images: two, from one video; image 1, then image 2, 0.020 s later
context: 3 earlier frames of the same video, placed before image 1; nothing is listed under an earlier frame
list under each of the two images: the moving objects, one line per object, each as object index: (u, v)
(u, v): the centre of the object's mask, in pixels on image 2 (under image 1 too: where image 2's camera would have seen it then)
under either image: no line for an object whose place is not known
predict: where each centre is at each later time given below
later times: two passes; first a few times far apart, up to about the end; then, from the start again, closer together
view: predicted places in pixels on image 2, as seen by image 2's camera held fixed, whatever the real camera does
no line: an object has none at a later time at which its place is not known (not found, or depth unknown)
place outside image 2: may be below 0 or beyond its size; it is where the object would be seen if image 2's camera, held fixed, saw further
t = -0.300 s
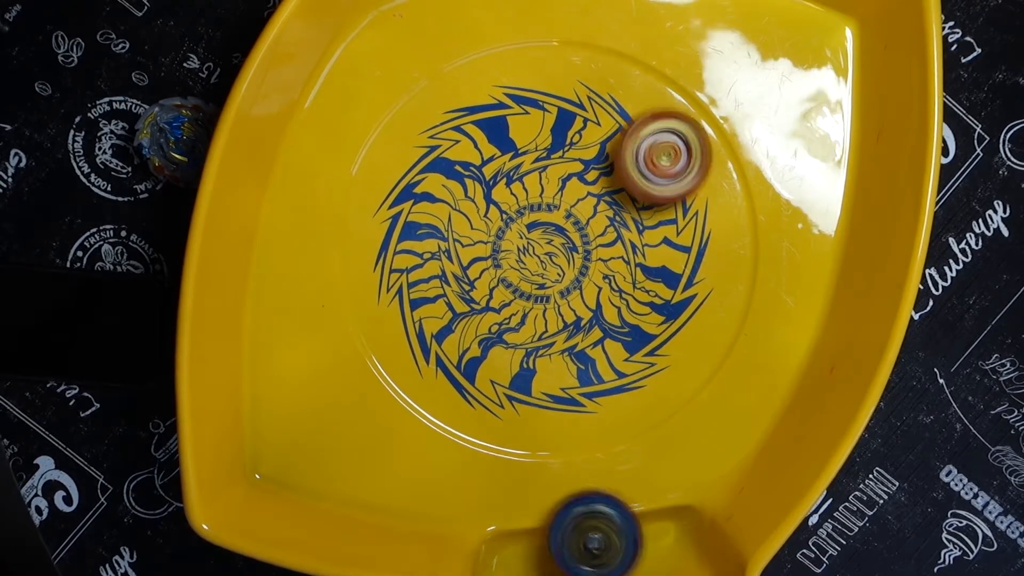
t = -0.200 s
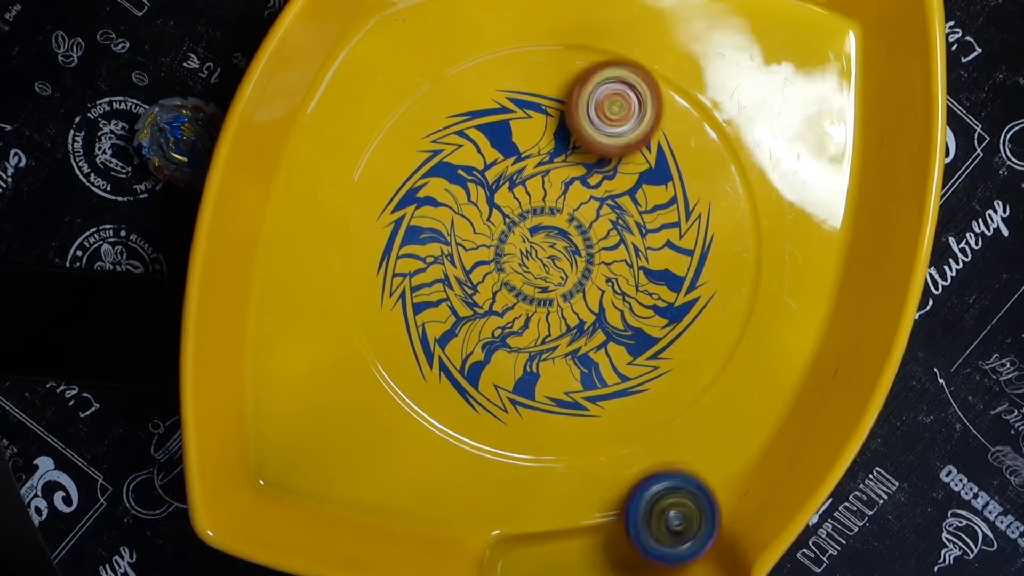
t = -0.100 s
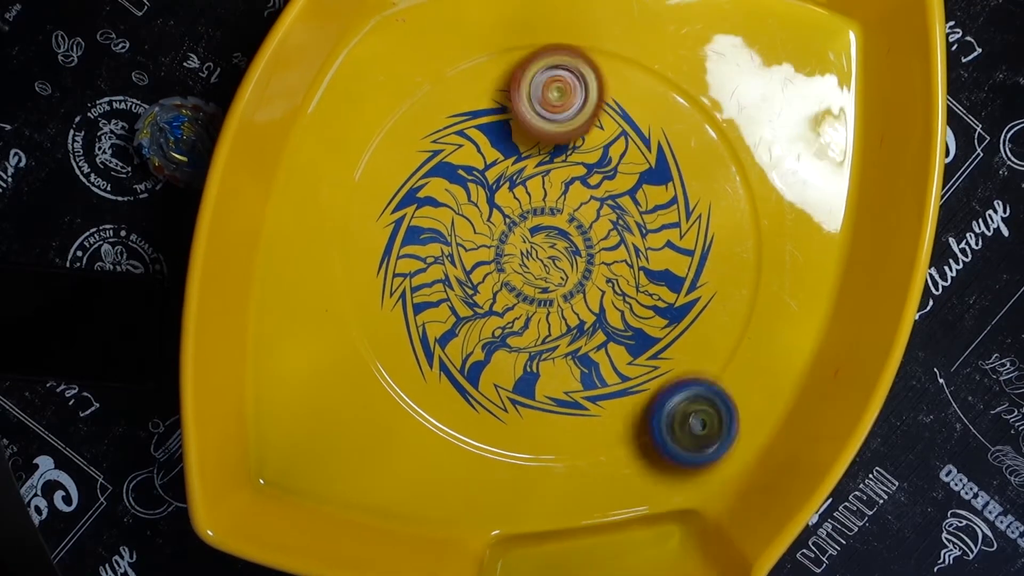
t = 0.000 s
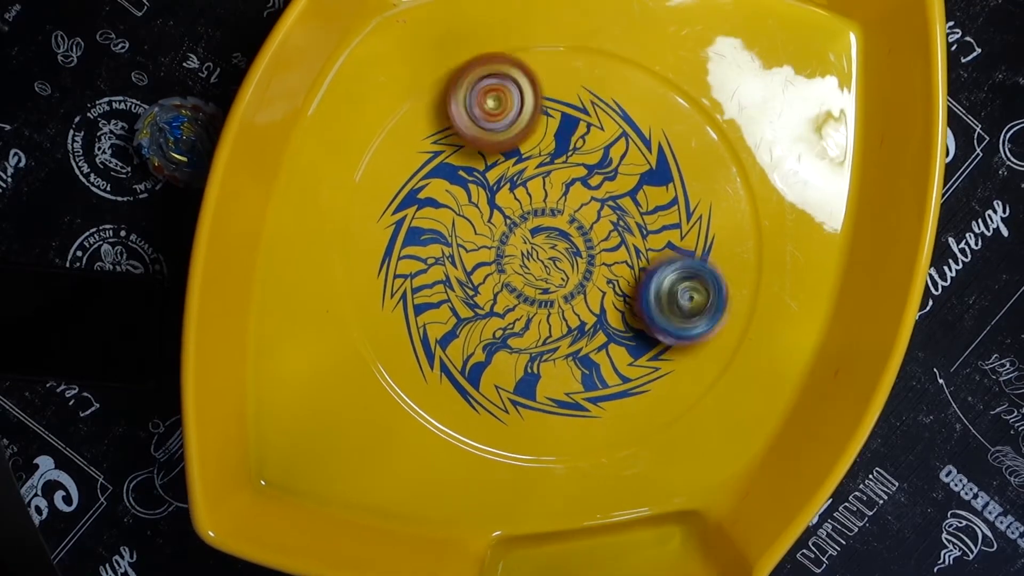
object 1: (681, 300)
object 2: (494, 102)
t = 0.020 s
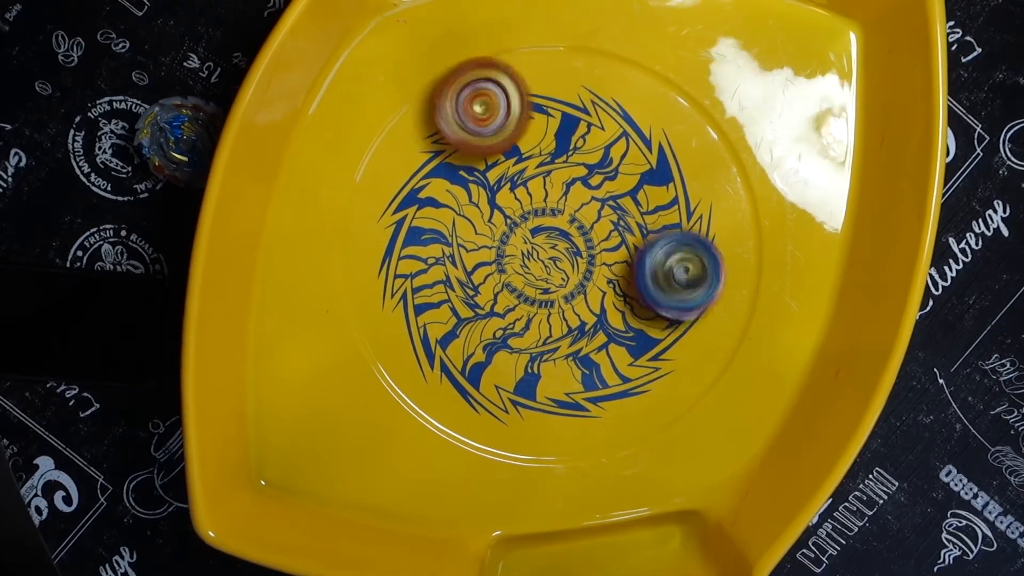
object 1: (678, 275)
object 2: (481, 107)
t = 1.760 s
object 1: (586, 89)
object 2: (448, 493)
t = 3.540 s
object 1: (494, 262)
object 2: (608, 340)
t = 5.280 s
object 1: (523, 269)
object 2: (612, 270)
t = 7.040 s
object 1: (571, 303)
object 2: (523, 227)
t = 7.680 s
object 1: (580, 302)
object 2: (526, 185)
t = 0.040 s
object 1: (672, 249)
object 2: (470, 113)
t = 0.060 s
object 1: (666, 224)
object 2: (458, 120)
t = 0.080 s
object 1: (659, 199)
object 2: (448, 129)
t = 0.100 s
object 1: (651, 173)
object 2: (438, 138)
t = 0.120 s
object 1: (642, 150)
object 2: (431, 148)
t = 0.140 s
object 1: (632, 126)
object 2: (424, 159)
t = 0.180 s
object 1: (609, 81)
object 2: (415, 188)
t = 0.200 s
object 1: (595, 62)
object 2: (412, 204)
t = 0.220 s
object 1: (580, 45)
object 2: (411, 221)
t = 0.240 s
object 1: (564, 36)
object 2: (411, 237)
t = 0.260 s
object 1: (547, 29)
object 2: (413, 252)
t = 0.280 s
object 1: (532, 24)
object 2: (417, 267)
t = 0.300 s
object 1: (515, 19)
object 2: (422, 281)
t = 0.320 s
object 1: (498, 16)
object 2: (429, 295)
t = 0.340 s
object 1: (479, 14)
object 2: (435, 310)
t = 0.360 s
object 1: (462, 13)
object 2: (446, 321)
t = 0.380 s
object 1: (446, 14)
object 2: (456, 331)
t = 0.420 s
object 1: (432, 18)
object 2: (479, 348)
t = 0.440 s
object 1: (437, 22)
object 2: (490, 353)
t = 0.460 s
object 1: (441, 27)
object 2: (502, 358)
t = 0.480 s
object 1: (445, 33)
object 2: (513, 362)
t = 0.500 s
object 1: (449, 39)
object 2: (526, 366)
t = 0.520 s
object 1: (453, 50)
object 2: (538, 367)
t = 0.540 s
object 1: (456, 65)
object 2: (550, 368)
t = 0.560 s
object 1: (460, 82)
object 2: (561, 367)
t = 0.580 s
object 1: (465, 98)
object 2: (572, 367)
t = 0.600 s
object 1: (470, 114)
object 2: (583, 366)
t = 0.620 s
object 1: (476, 133)
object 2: (594, 364)
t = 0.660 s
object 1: (488, 164)
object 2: (615, 356)
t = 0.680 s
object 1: (496, 182)
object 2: (626, 351)
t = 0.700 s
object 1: (504, 198)
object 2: (634, 345)
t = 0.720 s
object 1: (513, 213)
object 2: (641, 339)
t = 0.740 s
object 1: (523, 227)
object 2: (649, 332)
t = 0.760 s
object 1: (533, 241)
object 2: (656, 324)
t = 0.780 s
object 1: (544, 255)
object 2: (661, 315)
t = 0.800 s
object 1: (553, 264)
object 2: (665, 305)
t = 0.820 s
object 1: (564, 276)
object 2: (667, 296)
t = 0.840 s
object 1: (574, 283)
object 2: (674, 295)
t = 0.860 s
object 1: (564, 272)
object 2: (705, 314)
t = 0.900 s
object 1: (549, 247)
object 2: (757, 350)
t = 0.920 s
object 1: (546, 233)
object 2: (780, 364)
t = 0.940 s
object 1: (535, 217)
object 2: (776, 364)
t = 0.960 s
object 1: (530, 204)
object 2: (770, 361)
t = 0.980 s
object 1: (525, 192)
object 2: (762, 358)
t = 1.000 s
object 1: (523, 181)
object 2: (753, 355)
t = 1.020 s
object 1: (521, 169)
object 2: (742, 351)
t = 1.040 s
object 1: (518, 158)
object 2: (730, 348)
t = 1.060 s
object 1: (517, 148)
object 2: (717, 342)
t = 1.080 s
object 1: (514, 138)
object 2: (704, 339)
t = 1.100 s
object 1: (512, 131)
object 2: (692, 331)
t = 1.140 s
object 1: (505, 118)
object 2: (665, 317)
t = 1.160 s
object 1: (502, 114)
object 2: (652, 312)
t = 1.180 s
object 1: (498, 111)
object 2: (641, 307)
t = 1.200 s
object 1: (494, 109)
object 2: (628, 300)
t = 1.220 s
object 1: (490, 109)
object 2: (617, 297)
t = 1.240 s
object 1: (485, 109)
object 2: (605, 292)
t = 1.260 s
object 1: (481, 112)
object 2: (595, 289)
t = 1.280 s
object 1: (478, 116)
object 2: (585, 286)
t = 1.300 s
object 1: (474, 122)
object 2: (575, 285)
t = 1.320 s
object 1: (472, 128)
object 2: (567, 284)
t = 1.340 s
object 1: (471, 135)
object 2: (558, 284)
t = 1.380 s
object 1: (472, 155)
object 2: (542, 286)
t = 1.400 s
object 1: (472, 166)
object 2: (535, 289)
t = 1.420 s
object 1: (477, 178)
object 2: (527, 289)
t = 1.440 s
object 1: (481, 189)
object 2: (518, 293)
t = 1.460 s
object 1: (485, 201)
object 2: (510, 297)
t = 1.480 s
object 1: (493, 192)
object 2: (501, 326)
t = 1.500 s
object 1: (500, 180)
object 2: (491, 356)
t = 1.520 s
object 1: (509, 169)
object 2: (480, 386)
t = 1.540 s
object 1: (518, 160)
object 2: (473, 410)
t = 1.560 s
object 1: (526, 149)
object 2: (467, 431)
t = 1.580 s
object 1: (534, 141)
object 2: (462, 448)
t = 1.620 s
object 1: (548, 126)
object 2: (457, 467)
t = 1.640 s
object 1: (555, 118)
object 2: (456, 473)
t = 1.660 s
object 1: (562, 113)
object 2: (454, 479)
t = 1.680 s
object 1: (567, 106)
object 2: (453, 482)
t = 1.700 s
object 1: (573, 102)
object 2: (452, 486)
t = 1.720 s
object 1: (577, 97)
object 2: (452, 489)
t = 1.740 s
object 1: (583, 93)
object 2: (450, 492)
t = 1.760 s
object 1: (586, 89)
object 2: (448, 493)
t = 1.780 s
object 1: (591, 86)
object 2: (448, 495)
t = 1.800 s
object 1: (593, 84)
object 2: (445, 496)
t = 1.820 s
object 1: (596, 82)
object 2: (445, 496)
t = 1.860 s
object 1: (599, 81)
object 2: (438, 495)
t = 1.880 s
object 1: (599, 83)
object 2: (435, 493)
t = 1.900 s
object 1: (599, 84)
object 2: (432, 491)
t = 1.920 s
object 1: (598, 88)
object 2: (428, 487)
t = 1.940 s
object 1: (599, 92)
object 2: (426, 484)
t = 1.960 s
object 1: (599, 99)
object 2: (423, 479)
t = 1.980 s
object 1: (597, 105)
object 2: (420, 474)
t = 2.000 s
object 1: (597, 113)
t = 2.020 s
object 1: (596, 120)
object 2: (417, 460)
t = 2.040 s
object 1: (596, 129)
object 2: (415, 453)
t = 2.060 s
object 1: (594, 139)
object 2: (412, 446)
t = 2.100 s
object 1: (594, 159)
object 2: (409, 430)
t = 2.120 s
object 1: (594, 170)
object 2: (407, 422)
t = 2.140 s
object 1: (595, 181)
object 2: (408, 413)
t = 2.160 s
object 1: (595, 191)
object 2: (407, 405)
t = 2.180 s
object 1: (597, 203)
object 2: (408, 395)
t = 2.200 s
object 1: (598, 215)
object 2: (409, 387)
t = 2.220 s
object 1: (600, 224)
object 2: (411, 378)
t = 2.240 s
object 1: (602, 235)
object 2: (412, 370)
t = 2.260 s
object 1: (605, 244)
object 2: (416, 361)
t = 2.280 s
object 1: (609, 255)
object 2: (419, 353)
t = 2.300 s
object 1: (611, 263)
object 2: (423, 345)
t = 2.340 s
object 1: (618, 282)
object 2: (432, 327)
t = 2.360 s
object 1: (621, 291)
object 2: (436, 319)
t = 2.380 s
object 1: (624, 298)
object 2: (441, 310)
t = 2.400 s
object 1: (628, 304)
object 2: (446, 301)
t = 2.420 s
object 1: (631, 311)
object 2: (452, 293)
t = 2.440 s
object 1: (634, 316)
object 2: (457, 286)
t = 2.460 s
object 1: (637, 321)
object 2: (465, 278)
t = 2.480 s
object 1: (639, 325)
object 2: (470, 271)
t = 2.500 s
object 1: (642, 326)
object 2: (477, 263)
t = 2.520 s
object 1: (643, 328)
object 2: (483, 256)
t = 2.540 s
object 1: (644, 329)
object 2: (490, 249)
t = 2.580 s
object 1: (643, 328)
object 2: (504, 236)
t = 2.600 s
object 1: (644, 326)
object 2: (511, 230)
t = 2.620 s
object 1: (642, 324)
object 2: (518, 225)
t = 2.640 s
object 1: (640, 322)
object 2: (524, 220)
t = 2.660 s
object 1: (636, 319)
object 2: (531, 215)
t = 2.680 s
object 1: (631, 316)
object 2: (537, 212)
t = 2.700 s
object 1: (627, 314)
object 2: (544, 208)
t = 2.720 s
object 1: (621, 311)
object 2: (550, 205)
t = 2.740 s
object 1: (615, 308)
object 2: (557, 203)
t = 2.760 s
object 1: (608, 307)
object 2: (564, 201)
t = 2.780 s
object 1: (602, 305)
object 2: (571, 199)
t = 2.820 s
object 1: (589, 304)
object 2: (583, 198)
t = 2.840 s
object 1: (583, 302)
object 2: (591, 198)
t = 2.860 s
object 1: (576, 302)
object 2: (596, 198)
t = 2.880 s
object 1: (570, 300)
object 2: (603, 199)
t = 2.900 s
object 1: (564, 300)
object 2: (609, 200)
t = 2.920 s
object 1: (557, 301)
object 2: (615, 202)
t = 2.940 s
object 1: (550, 300)
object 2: (620, 204)
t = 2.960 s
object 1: (544, 300)
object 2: (627, 207)
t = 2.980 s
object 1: (537, 300)
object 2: (632, 210)
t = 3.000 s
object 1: (532, 299)
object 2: (637, 214)
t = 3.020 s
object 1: (526, 300)
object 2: (641, 217)
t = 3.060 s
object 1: (515, 299)
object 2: (650, 224)
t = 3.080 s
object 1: (510, 299)
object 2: (655, 229)
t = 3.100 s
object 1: (506, 299)
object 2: (657, 234)
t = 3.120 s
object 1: (502, 300)
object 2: (660, 238)
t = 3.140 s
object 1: (496, 299)
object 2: (661, 243)
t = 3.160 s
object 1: (494, 299)
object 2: (664, 248)
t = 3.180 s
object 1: (491, 298)
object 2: (665, 254)
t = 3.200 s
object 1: (489, 299)
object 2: (666, 258)
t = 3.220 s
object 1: (487, 299)
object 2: (667, 264)
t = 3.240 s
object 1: (483, 299)
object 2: (667, 269)
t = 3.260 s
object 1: (482, 296)
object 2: (667, 276)
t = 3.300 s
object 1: (482, 294)
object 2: (665, 287)
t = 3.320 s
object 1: (482, 294)
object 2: (663, 291)
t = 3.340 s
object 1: (481, 291)
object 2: (659, 297)
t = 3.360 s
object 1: (481, 289)
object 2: (656, 302)
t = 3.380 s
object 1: (483, 286)
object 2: (652, 308)
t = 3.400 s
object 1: (484, 285)
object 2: (648, 312)
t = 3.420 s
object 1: (485, 281)
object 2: (644, 317)
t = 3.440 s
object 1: (485, 279)
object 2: (638, 321)
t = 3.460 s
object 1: (487, 276)
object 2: (633, 326)
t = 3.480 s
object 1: (489, 272)
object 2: (626, 330)
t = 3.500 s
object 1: (491, 270)
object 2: (621, 333)
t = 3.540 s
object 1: (494, 262)
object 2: (608, 340)
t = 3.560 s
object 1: (494, 258)
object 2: (602, 343)
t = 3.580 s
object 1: (497, 253)
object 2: (596, 344)
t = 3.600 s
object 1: (499, 249)
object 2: (589, 347)
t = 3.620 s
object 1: (500, 244)
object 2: (582, 348)
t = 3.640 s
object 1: (501, 238)
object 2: (576, 350)
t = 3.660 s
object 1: (503, 232)
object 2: (569, 349)
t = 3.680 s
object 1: (503, 228)
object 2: (564, 350)
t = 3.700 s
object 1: (504, 223)
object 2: (556, 349)
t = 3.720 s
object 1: (504, 218)
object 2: (549, 348)
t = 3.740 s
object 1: (503, 214)
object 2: (541, 347)
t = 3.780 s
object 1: (504, 206)
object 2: (529, 343)
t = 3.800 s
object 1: (502, 203)
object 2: (524, 340)
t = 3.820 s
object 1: (502, 200)
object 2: (518, 338)
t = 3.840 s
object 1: (500, 198)
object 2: (512, 333)
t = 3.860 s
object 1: (499, 196)
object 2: (507, 331)
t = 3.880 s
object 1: (498, 193)
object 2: (501, 325)
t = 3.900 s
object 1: (499, 194)
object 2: (497, 321)
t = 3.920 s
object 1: (497, 194)
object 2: (491, 315)
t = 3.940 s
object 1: (497, 194)
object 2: (488, 310)
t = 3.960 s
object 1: (495, 195)
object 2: (483, 305)
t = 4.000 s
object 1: (497, 195)
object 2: (477, 293)
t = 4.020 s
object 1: (501, 194)
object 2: (471, 290)
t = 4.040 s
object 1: (512, 188)
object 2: (456, 301)
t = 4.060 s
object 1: (519, 178)
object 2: (447, 306)
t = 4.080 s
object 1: (528, 170)
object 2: (437, 311)
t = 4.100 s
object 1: (536, 163)
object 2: (429, 315)
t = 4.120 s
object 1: (542, 158)
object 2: (423, 318)
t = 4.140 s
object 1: (550, 149)
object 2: (417, 319)
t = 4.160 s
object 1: (559, 144)
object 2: (416, 318)
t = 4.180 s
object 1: (566, 140)
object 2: (414, 317)
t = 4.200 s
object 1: (571, 138)
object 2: (414, 313)
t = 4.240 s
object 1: (582, 134)
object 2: (418, 305)
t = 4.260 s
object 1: (588, 134)
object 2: (422, 299)
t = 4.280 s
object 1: (593, 135)
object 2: (425, 295)
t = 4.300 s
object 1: (599, 136)
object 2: (429, 289)
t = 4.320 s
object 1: (605, 138)
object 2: (433, 285)
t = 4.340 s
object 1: (610, 140)
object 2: (438, 278)
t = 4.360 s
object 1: (616, 143)
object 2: (444, 273)
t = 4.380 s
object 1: (621, 146)
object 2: (448, 269)
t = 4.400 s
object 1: (628, 150)
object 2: (455, 264)
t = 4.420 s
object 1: (633, 155)
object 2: (461, 260)
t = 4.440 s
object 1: (637, 161)
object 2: (466, 254)
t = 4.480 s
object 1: (645, 172)
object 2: (477, 246)
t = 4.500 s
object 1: (648, 179)
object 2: (485, 241)
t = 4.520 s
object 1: (651, 186)
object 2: (490, 239)
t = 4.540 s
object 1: (653, 193)
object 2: (496, 234)
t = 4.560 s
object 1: (655, 198)
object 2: (504, 231)
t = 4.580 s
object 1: (657, 206)
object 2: (509, 227)
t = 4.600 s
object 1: (658, 213)
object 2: (517, 224)
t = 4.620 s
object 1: (658, 220)
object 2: (521, 223)
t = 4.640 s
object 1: (658, 226)
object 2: (529, 220)
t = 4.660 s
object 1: (657, 234)
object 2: (534, 219)
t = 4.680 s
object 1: (657, 241)
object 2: (540, 217)
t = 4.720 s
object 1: (652, 253)
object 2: (550, 215)
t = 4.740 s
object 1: (650, 260)
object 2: (557, 215)
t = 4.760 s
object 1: (646, 267)
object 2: (562, 216)
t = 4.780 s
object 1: (643, 273)
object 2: (567, 215)
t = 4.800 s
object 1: (636, 283)
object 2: (573, 211)
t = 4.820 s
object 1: (633, 291)
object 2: (573, 206)
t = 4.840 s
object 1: (627, 299)
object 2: (576, 202)
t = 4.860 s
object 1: (620, 304)
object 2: (577, 200)
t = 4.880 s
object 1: (614, 309)
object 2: (579, 198)
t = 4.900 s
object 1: (607, 313)
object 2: (582, 198)
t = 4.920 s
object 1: (601, 316)
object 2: (584, 199)
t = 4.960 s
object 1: (589, 320)
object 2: (592, 204)
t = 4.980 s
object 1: (584, 320)
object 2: (593, 206)
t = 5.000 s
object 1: (578, 321)
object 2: (598, 209)
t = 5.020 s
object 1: (573, 320)
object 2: (600, 214)
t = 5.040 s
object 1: (567, 320)
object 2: (602, 216)
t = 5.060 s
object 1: (561, 317)
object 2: (605, 220)
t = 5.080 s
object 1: (556, 314)
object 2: (606, 225)
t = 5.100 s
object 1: (552, 312)
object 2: (608, 228)
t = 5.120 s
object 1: (548, 308)
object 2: (610, 233)
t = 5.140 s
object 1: (542, 305)
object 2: (610, 237)
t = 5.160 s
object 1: (537, 299)
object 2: (612, 241)
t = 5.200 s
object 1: (531, 290)
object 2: (611, 250)
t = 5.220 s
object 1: (528, 285)
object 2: (612, 255)
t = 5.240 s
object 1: (526, 281)
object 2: (612, 260)
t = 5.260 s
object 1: (524, 275)
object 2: (612, 264)
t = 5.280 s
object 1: (523, 269)
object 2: (612, 270)
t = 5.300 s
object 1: (521, 264)
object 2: (610, 275)
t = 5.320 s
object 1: (520, 259)
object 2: (611, 279)
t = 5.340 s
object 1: (520, 254)
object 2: (610, 285)
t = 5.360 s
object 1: (519, 247)
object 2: (608, 288)
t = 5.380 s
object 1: (520, 240)
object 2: (608, 291)
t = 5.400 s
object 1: (522, 235)
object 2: (606, 297)
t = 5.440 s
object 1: (527, 226)
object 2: (605, 303)
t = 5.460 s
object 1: (528, 224)
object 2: (601, 307)
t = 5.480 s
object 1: (530, 221)
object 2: (599, 309)
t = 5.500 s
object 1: (534, 218)
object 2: (598, 313)
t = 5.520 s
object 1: (537, 217)
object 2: (594, 315)
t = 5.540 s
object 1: (538, 216)
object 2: (592, 317)
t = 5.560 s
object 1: (543, 216)
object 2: (589, 322)
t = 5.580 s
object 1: (546, 217)
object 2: (585, 322)
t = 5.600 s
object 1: (549, 216)
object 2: (583, 324)
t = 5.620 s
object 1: (553, 217)
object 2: (579, 327)
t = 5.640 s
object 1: (556, 219)
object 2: (575, 327)
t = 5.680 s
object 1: (563, 225)
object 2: (567, 330)
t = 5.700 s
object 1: (566, 229)
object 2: (564, 329)
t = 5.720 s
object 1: (569, 232)
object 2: (561, 330)
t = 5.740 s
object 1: (573, 235)
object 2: (555, 330)
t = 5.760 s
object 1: (577, 237)
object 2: (550, 331)
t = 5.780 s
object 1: (581, 239)
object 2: (543, 335)
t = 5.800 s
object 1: (585, 241)
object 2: (536, 336)
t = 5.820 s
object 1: (589, 242)
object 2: (532, 336)
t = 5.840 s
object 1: (591, 243)
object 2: (529, 337)
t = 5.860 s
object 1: (594, 244)
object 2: (524, 336)
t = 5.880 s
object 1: (597, 246)
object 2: (521, 335)
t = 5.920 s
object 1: (602, 252)
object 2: (513, 334)
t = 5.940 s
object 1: (603, 255)
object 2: (510, 332)
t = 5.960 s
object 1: (604, 256)
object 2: (507, 331)
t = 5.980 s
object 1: (606, 257)
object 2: (504, 327)
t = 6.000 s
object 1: (607, 259)
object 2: (502, 324)
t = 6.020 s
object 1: (609, 261)
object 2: (499, 322)
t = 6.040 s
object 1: (609, 266)
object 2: (496, 317)
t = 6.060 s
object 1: (606, 270)
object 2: (494, 313)
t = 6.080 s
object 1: (601, 271)
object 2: (493, 310)
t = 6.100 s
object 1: (599, 270)
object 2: (491, 305)
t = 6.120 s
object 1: (598, 270)
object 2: (491, 300)
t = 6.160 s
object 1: (597, 274)
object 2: (489, 291)
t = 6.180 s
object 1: (594, 277)
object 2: (490, 287)
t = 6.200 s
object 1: (588, 278)
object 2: (488, 283)
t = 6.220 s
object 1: (584, 277)
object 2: (489, 277)
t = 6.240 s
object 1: (583, 275)
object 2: (488, 273)
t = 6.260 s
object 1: (586, 279)
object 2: (483, 264)
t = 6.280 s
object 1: (589, 283)
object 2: (478, 254)
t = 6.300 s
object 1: (591, 287)
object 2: (475, 243)
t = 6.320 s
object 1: (591, 291)
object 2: (473, 237)
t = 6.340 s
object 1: (592, 294)
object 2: (472, 228)
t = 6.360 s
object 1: (592, 299)
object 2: (474, 222)
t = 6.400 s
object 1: (591, 305)
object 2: (477, 214)
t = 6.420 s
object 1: (591, 307)
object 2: (480, 210)
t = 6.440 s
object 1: (591, 307)
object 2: (485, 207)
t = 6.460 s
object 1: (592, 306)
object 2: (488, 206)
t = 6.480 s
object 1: (593, 306)
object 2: (491, 204)
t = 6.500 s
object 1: (594, 305)
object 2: (495, 204)
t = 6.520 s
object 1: (595, 305)
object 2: (498, 203)
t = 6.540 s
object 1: (595, 304)
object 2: (499, 204)
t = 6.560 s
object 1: (594, 304)
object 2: (503, 203)
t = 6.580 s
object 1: (593, 304)
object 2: (507, 204)
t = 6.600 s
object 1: (591, 306)
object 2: (509, 206)
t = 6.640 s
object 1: (587, 307)
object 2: (514, 207)
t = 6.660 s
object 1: (585, 308)
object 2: (518, 210)
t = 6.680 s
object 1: (583, 308)
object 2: (520, 212)
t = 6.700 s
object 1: (580, 307)
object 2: (523, 214)
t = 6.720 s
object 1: (577, 306)
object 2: (524, 218)
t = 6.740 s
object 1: (576, 305)
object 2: (526, 221)
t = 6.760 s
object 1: (575, 302)
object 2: (527, 223)
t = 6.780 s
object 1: (576, 299)
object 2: (528, 225)
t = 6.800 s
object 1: (576, 299)
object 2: (528, 226)
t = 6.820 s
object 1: (576, 299)
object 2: (527, 225)
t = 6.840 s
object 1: (576, 300)
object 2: (528, 226)
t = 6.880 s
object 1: (576, 300)
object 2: (527, 224)
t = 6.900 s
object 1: (576, 301)
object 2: (526, 225)
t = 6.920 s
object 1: (576, 301)
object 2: (527, 226)
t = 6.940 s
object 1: (576, 303)
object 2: (527, 226)
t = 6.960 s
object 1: (575, 303)
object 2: (526, 225)
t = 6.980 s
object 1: (574, 303)
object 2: (526, 225)
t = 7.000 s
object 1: (574, 303)
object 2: (527, 225)
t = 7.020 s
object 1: (573, 303)
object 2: (525, 226)
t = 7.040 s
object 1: (571, 303)
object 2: (523, 227)
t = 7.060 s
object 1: (570, 303)
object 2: (521, 227)
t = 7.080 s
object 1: (568, 304)
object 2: (519, 227)
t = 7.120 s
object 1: (568, 304)
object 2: (512, 225)
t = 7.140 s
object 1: (568, 304)
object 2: (509, 223)
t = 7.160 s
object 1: (568, 304)
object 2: (506, 222)
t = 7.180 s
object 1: (568, 304)
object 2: (503, 219)
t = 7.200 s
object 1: (569, 304)
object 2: (502, 217)
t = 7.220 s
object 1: (570, 303)
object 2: (500, 214)
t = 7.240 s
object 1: (571, 303)
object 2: (500, 213)
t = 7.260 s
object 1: (573, 303)
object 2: (498, 211)
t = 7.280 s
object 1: (574, 303)
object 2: (497, 208)
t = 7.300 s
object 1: (574, 303)
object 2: (496, 205)
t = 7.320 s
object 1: (574, 303)
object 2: (496, 203)
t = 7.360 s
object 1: (575, 303)
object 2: (494, 198)
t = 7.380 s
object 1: (575, 303)
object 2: (495, 195)
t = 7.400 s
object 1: (576, 303)
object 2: (496, 193)
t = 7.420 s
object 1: (576, 303)
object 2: (496, 190)
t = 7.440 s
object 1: (577, 303)
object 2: (499, 187)
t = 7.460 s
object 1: (577, 303)
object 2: (499, 186)
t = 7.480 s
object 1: (578, 303)
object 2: (501, 184)
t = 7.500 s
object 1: (578, 303)
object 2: (502, 183)
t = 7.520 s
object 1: (578, 303)
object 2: (507, 181)
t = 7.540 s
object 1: (578, 303)
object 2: (509, 180)
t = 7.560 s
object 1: (579, 303)
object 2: (512, 180)
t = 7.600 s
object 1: (579, 302)
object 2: (516, 181)
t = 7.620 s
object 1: (580, 302)
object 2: (518, 181)
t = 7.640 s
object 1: (580, 302)
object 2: (520, 182)
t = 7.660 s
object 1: (579, 303)
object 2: (523, 183)
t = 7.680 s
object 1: (580, 302)
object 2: (526, 185)
